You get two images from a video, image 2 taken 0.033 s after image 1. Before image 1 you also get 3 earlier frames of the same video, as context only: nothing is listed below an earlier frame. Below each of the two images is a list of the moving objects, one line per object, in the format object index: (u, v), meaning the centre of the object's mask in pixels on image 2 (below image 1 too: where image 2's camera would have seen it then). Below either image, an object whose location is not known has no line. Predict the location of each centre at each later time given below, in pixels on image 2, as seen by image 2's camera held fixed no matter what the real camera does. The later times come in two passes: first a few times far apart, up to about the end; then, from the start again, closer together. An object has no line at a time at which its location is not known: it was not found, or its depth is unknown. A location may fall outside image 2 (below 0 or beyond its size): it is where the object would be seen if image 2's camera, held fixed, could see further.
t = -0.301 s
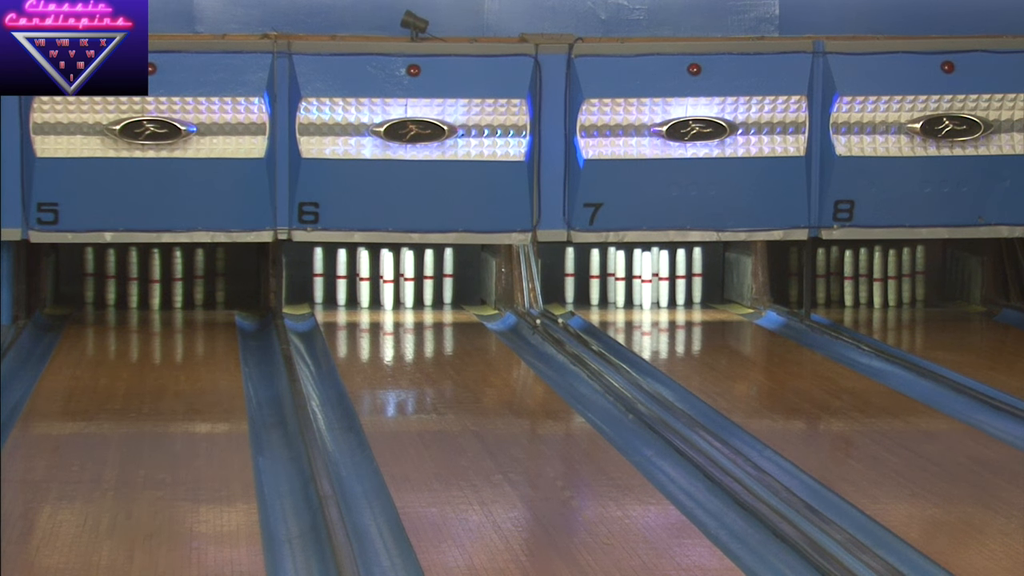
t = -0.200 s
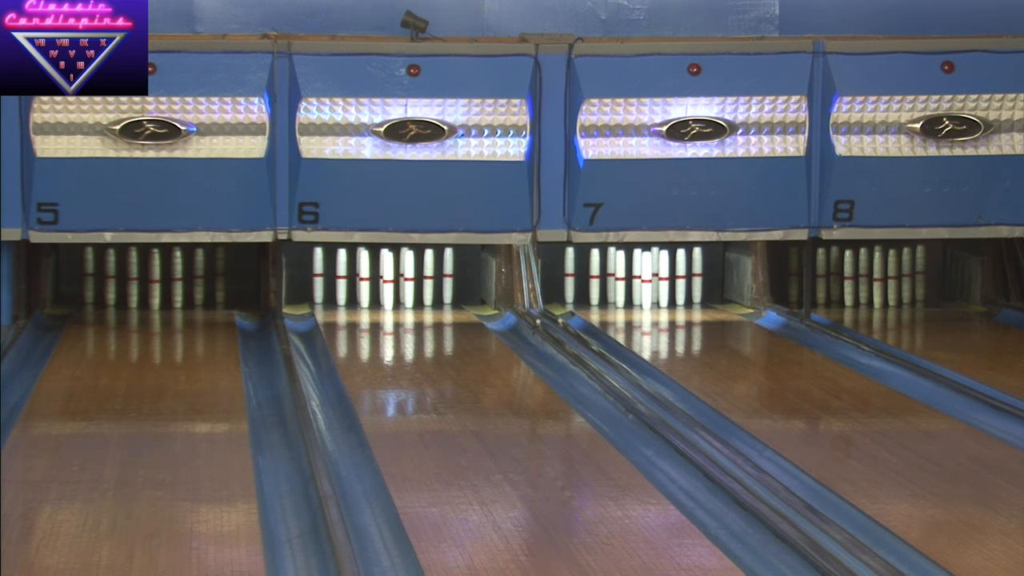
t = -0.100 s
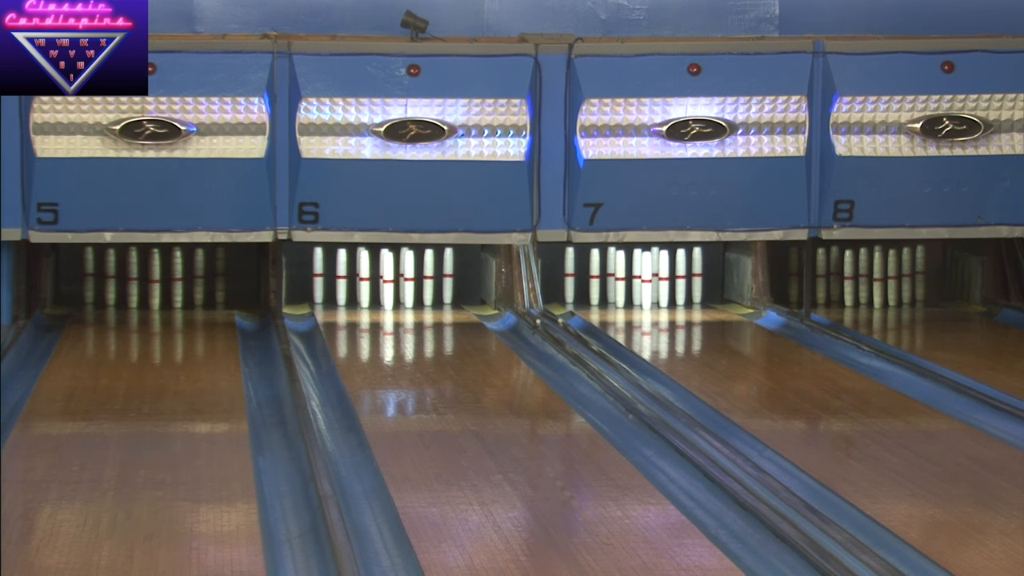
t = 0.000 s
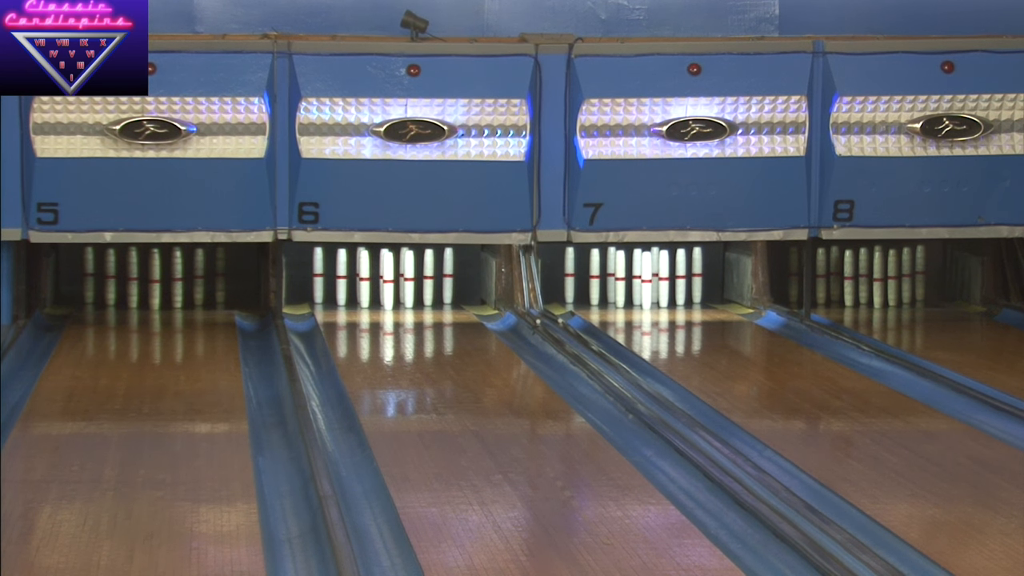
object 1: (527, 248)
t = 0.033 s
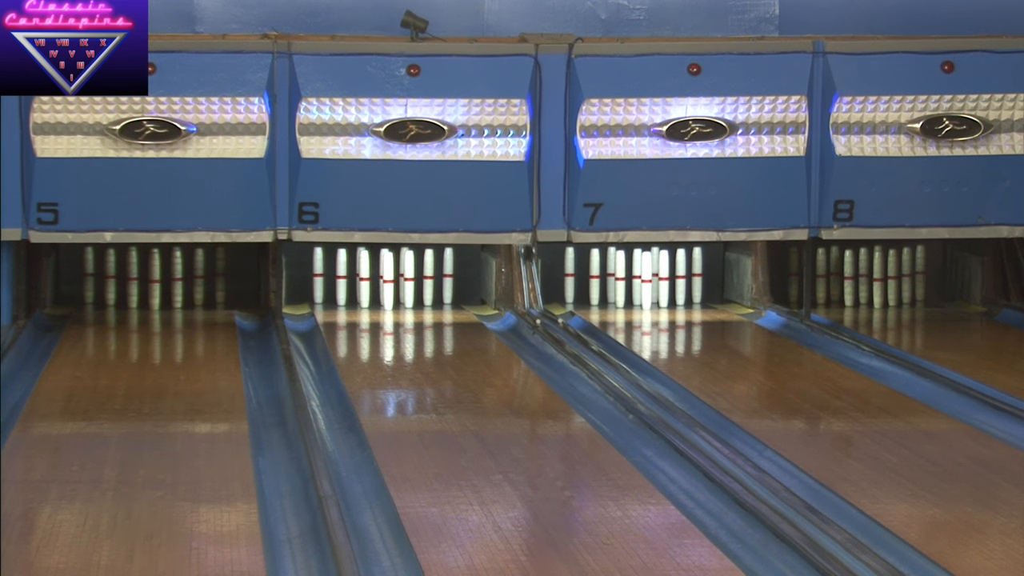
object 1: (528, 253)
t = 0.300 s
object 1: (538, 306)
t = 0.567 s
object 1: (549, 317)
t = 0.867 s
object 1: (563, 328)
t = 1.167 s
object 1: (578, 341)
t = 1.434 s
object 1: (593, 351)
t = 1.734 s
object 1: (611, 365)
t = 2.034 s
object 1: (630, 380)
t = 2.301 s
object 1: (649, 394)
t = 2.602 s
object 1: (674, 411)
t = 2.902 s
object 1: (699, 431)
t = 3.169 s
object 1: (725, 451)
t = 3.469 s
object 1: (757, 476)
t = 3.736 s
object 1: (788, 499)
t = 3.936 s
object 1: (814, 519)
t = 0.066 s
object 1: (529, 262)
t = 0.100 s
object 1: (531, 270)
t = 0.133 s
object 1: (532, 278)
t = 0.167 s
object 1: (532, 287)
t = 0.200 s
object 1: (534, 297)
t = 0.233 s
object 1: (535, 304)
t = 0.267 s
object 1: (536, 305)
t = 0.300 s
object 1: (538, 306)
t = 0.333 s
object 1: (540, 308)
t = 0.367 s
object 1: (542, 309)
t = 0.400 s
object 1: (543, 311)
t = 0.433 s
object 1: (544, 312)
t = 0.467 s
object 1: (545, 314)
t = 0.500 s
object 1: (547, 315)
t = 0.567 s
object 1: (549, 317)
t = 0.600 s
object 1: (550, 318)
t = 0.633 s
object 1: (551, 320)
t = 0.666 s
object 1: (553, 320)
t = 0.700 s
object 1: (554, 322)
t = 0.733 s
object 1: (557, 323)
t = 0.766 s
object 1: (558, 324)
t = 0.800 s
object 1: (560, 326)
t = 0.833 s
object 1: (561, 327)
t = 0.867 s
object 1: (563, 328)
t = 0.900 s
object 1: (565, 330)
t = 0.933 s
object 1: (566, 331)
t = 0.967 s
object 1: (568, 332)
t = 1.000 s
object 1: (570, 333)
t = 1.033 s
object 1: (571, 335)
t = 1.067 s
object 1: (573, 336)
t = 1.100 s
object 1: (575, 338)
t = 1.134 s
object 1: (577, 340)
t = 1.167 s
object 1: (578, 341)
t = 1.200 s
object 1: (580, 341)
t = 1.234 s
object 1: (581, 342)
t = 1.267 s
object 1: (584, 344)
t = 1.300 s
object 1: (585, 346)
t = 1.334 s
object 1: (587, 347)
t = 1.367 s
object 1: (589, 348)
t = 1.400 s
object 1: (591, 349)
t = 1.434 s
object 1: (593, 351)
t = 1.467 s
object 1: (595, 352)
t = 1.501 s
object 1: (597, 354)
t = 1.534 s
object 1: (599, 355)
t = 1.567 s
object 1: (601, 357)
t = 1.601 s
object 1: (603, 358)
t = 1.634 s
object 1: (605, 360)
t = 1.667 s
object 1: (607, 362)
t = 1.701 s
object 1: (609, 363)
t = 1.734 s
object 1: (611, 365)
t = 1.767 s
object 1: (613, 366)
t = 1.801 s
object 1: (615, 368)
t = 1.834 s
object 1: (617, 369)
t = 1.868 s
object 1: (619, 371)
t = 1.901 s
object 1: (622, 372)
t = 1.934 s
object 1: (623, 374)
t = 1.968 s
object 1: (626, 376)
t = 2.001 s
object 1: (628, 377)
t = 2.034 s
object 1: (630, 380)
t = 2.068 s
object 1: (633, 381)
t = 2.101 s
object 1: (635, 382)
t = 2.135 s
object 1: (637, 385)
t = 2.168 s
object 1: (640, 386)
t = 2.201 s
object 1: (642, 388)
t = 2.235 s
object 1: (644, 390)
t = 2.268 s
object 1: (647, 392)
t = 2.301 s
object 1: (649, 394)
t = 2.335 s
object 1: (652, 396)
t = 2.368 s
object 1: (655, 398)
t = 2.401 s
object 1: (657, 400)
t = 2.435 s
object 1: (660, 402)
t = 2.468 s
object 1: (663, 403)
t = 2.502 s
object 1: (665, 406)
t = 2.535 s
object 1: (668, 407)
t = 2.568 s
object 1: (671, 409)
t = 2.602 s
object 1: (674, 411)
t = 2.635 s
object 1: (676, 414)
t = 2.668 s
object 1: (679, 416)
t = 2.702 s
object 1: (681, 418)
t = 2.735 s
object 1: (684, 420)
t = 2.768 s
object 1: (688, 422)
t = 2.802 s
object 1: (691, 425)
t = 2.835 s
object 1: (694, 427)
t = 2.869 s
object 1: (697, 428)
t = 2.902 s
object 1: (699, 431)
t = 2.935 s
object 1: (703, 433)
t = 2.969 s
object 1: (706, 436)
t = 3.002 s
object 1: (709, 438)
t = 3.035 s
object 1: (712, 441)
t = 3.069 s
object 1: (715, 443)
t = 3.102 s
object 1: (719, 446)
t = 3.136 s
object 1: (722, 448)
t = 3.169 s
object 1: (725, 451)
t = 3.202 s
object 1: (729, 454)
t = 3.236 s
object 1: (732, 457)
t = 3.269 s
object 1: (735, 459)
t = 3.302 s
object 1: (739, 462)
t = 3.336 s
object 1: (742, 464)
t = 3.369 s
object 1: (746, 467)
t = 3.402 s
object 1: (750, 470)
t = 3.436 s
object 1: (753, 472)
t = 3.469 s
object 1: (757, 476)
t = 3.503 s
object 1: (761, 479)
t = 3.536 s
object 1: (764, 482)
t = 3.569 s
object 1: (769, 485)
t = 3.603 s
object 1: (773, 487)
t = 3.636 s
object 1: (777, 491)
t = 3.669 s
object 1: (781, 493)
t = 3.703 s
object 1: (784, 497)
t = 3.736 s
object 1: (788, 499)
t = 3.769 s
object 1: (793, 502)
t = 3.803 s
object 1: (797, 505)
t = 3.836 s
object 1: (802, 509)
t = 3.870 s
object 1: (806, 513)
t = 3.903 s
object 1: (810, 516)
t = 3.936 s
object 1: (814, 519)
